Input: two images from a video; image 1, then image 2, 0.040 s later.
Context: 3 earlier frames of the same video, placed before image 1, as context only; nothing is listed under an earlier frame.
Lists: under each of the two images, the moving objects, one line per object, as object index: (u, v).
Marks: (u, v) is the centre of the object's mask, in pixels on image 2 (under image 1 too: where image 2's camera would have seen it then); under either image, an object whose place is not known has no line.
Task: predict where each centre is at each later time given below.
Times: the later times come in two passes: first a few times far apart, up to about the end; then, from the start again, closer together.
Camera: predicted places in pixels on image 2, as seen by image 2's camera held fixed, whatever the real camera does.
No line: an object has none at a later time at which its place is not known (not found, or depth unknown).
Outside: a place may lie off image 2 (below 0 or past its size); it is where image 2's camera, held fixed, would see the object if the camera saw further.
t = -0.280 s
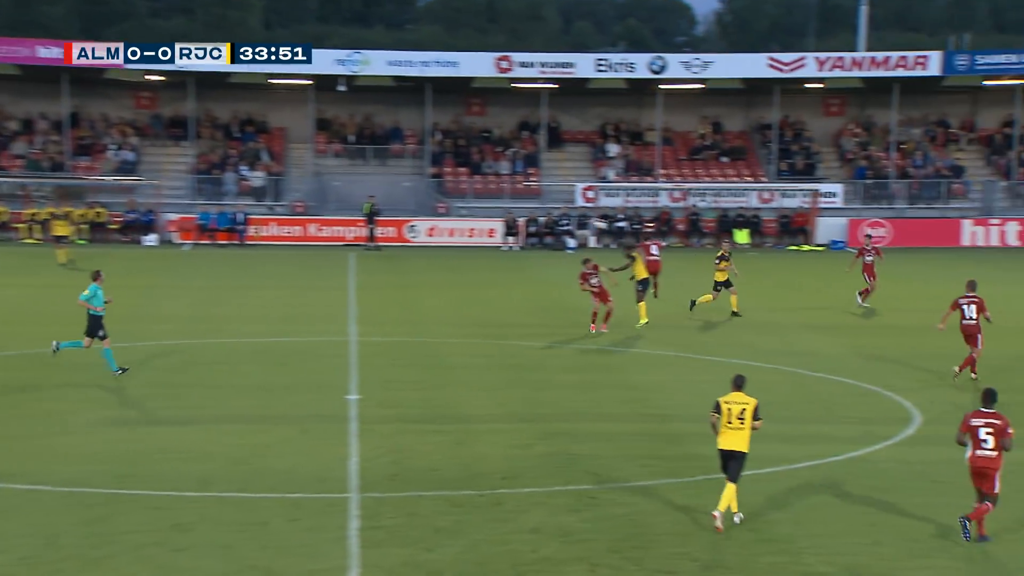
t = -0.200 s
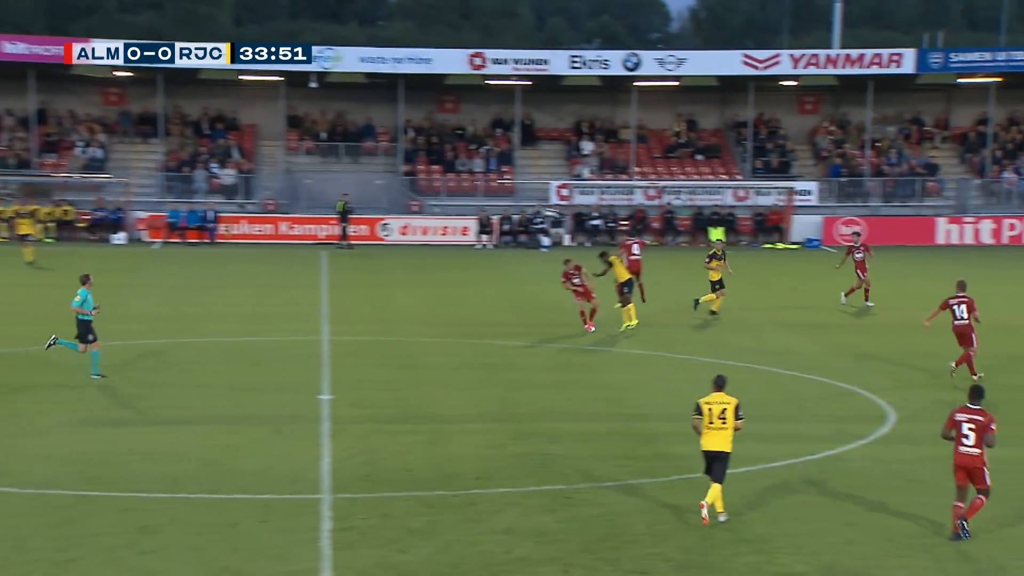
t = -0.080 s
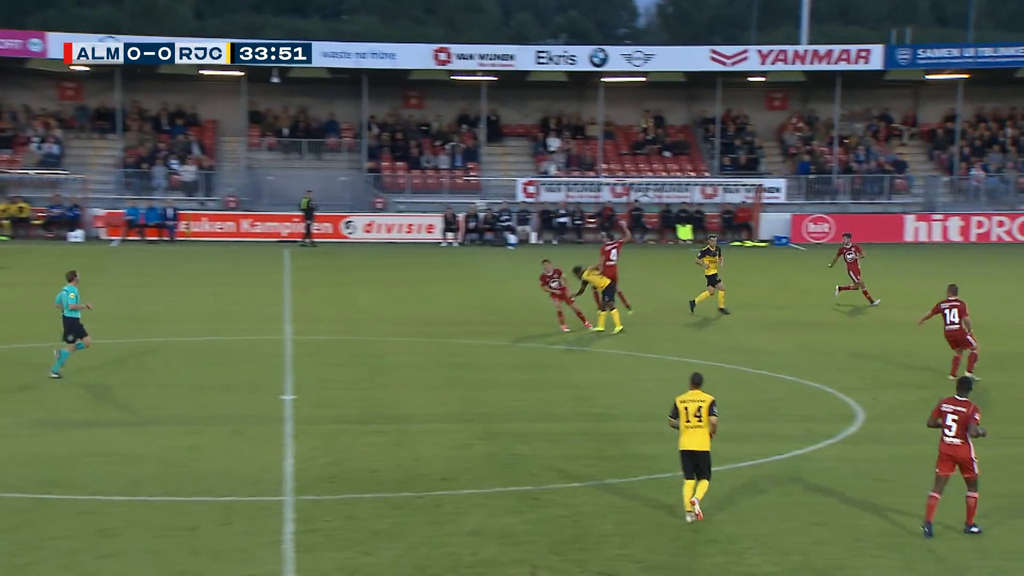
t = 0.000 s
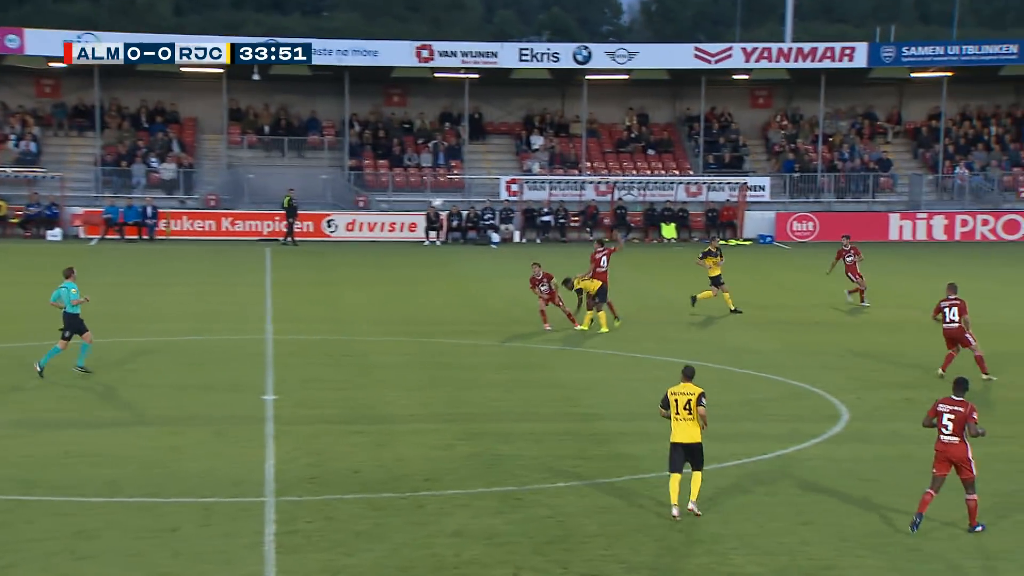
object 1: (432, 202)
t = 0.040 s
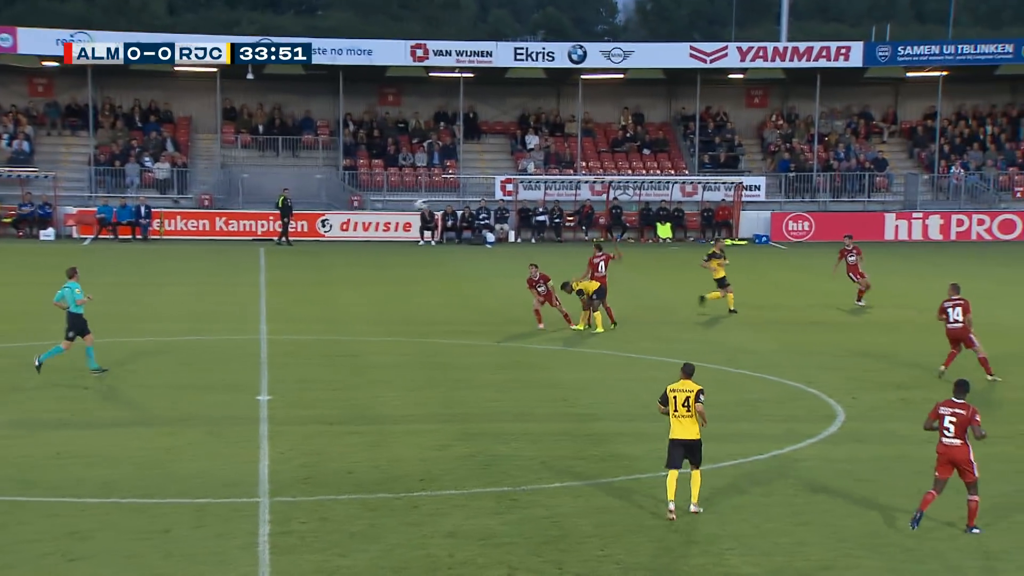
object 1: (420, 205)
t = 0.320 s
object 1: (333, 239)
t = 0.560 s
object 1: (260, 303)
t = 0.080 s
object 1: (407, 206)
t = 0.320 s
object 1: (333, 239)
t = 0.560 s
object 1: (260, 303)
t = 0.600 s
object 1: (248, 317)
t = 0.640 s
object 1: (235, 332)
